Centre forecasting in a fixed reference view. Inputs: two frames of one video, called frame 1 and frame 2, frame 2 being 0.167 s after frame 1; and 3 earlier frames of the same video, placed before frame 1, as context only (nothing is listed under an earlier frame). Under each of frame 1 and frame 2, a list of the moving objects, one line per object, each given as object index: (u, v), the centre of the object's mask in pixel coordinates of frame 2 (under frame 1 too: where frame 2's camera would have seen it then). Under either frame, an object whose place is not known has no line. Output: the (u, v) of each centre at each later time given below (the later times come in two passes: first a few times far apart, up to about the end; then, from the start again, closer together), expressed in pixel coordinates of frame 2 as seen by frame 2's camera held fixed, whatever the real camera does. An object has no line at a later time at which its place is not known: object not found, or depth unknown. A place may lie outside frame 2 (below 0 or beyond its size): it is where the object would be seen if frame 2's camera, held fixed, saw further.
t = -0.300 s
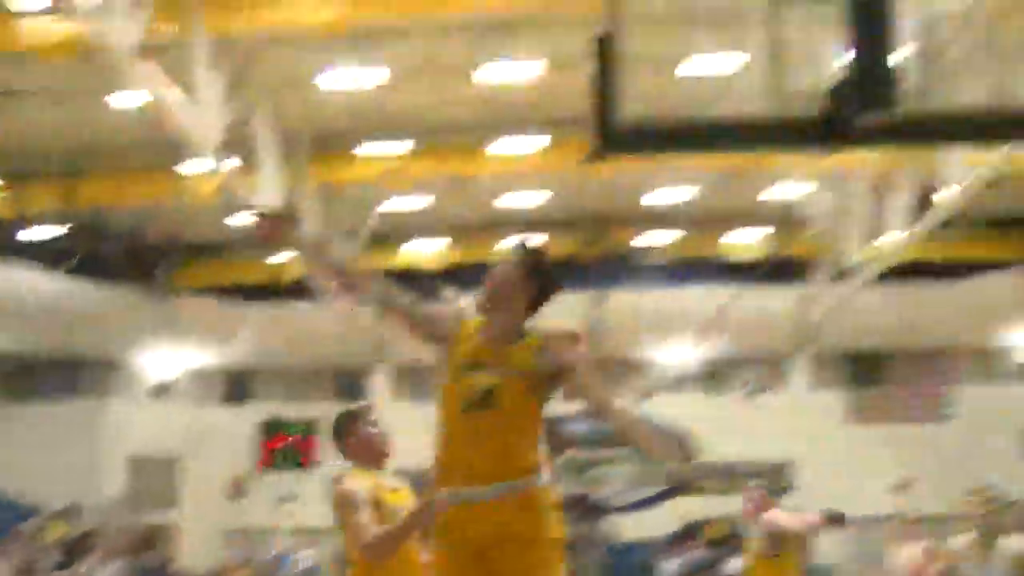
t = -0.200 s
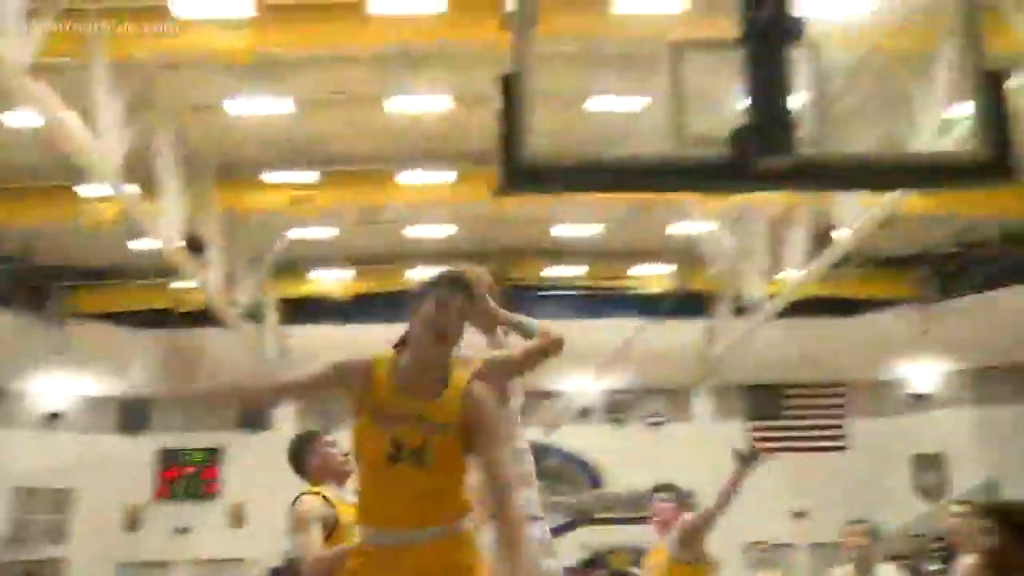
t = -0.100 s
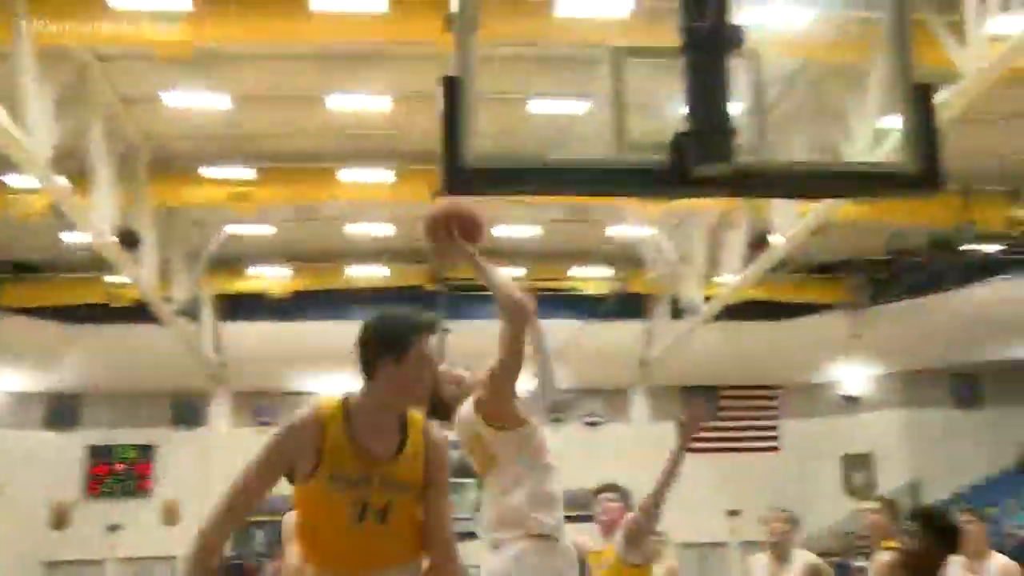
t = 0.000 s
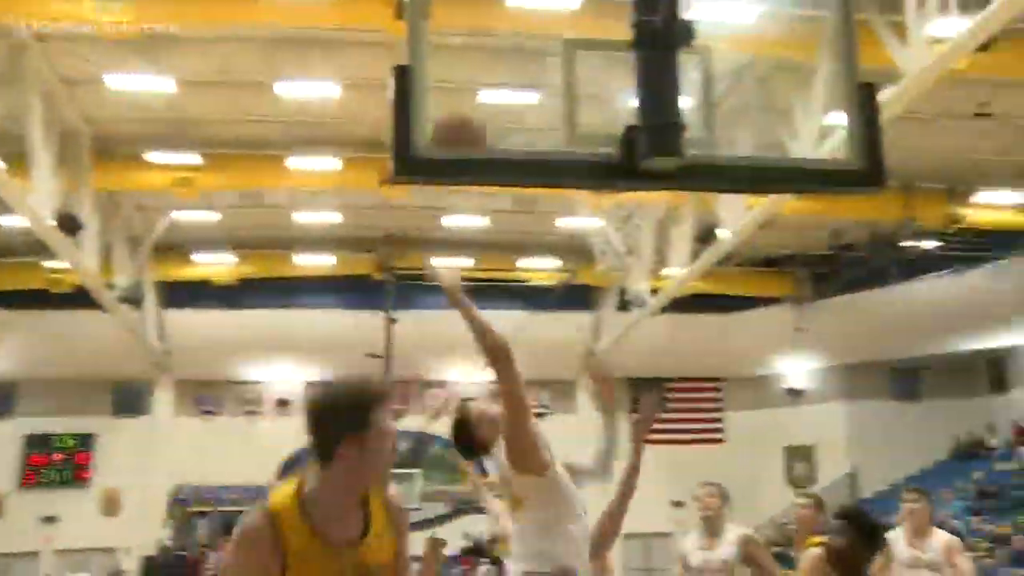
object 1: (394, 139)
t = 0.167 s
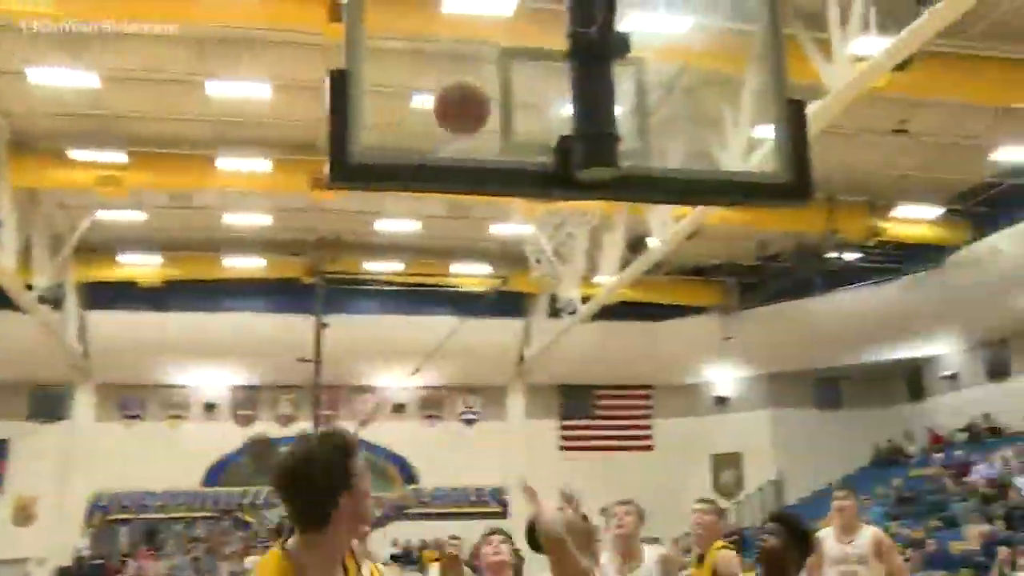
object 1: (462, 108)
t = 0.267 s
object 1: (486, 127)
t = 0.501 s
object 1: (566, 240)
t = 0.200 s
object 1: (472, 112)
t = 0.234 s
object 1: (481, 117)
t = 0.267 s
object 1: (486, 127)
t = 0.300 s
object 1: (501, 134)
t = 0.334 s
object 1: (515, 141)
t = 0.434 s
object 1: (549, 211)
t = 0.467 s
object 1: (560, 226)
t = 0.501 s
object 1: (566, 240)
